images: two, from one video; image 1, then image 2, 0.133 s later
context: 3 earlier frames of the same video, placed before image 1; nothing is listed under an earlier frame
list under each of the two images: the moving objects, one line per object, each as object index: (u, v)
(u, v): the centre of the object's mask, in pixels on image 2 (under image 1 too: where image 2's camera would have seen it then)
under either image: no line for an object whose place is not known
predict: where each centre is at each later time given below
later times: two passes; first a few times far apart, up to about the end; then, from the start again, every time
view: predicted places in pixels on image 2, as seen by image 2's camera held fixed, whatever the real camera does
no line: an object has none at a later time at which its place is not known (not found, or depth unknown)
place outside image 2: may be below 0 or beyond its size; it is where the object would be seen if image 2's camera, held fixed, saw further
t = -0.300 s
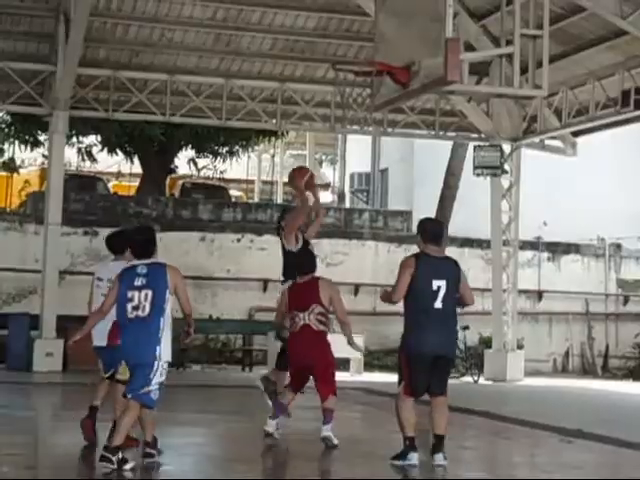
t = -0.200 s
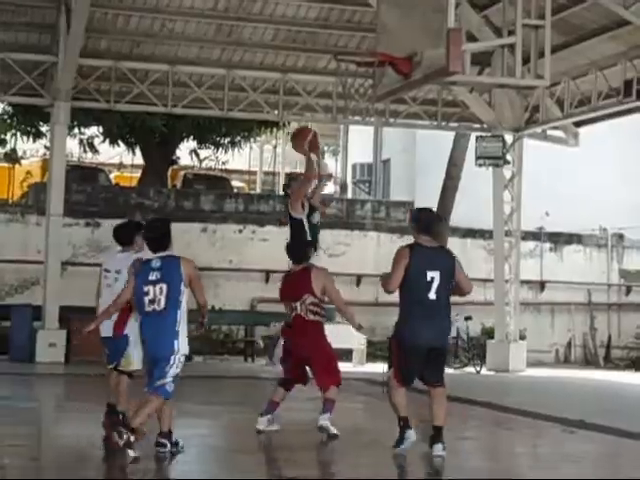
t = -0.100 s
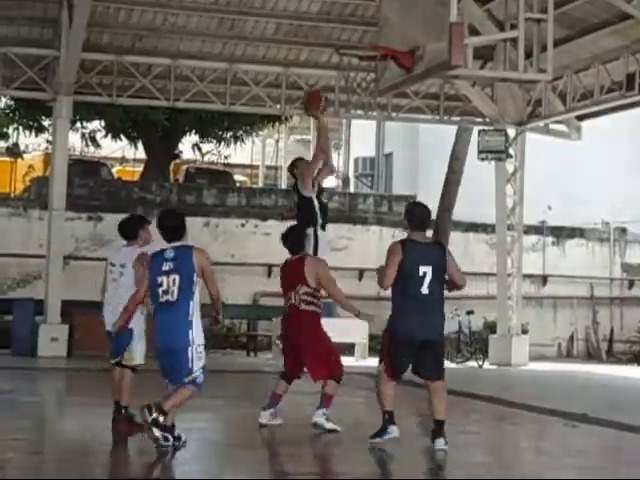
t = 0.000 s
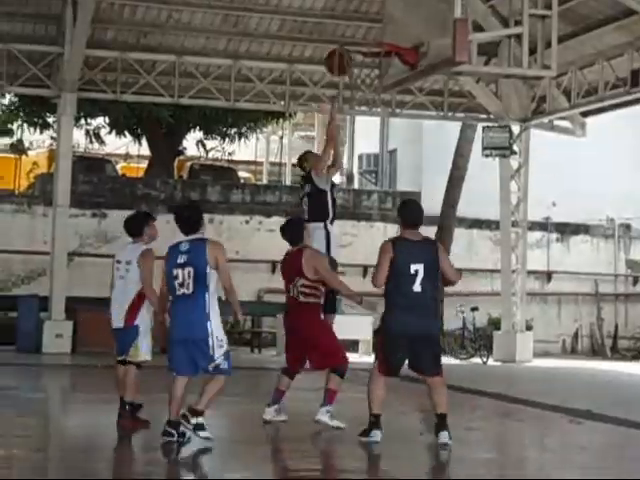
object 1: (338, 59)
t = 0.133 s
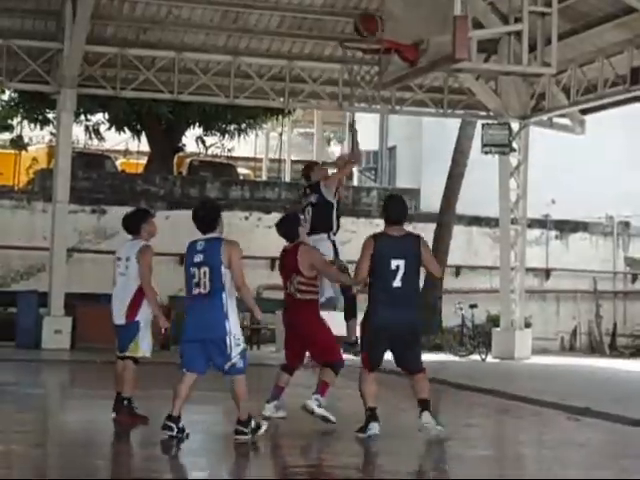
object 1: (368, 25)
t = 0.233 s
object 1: (390, 14)
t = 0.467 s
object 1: (373, 33)
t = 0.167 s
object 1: (374, 20)
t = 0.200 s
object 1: (382, 16)
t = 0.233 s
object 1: (390, 14)
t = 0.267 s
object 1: (390, 14)
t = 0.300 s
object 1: (386, 15)
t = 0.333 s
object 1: (383, 17)
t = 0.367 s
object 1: (381, 19)
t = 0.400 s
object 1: (379, 23)
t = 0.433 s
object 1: (376, 27)
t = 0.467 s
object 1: (373, 33)
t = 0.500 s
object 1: (369, 42)
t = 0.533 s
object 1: (368, 52)
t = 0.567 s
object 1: (365, 61)
